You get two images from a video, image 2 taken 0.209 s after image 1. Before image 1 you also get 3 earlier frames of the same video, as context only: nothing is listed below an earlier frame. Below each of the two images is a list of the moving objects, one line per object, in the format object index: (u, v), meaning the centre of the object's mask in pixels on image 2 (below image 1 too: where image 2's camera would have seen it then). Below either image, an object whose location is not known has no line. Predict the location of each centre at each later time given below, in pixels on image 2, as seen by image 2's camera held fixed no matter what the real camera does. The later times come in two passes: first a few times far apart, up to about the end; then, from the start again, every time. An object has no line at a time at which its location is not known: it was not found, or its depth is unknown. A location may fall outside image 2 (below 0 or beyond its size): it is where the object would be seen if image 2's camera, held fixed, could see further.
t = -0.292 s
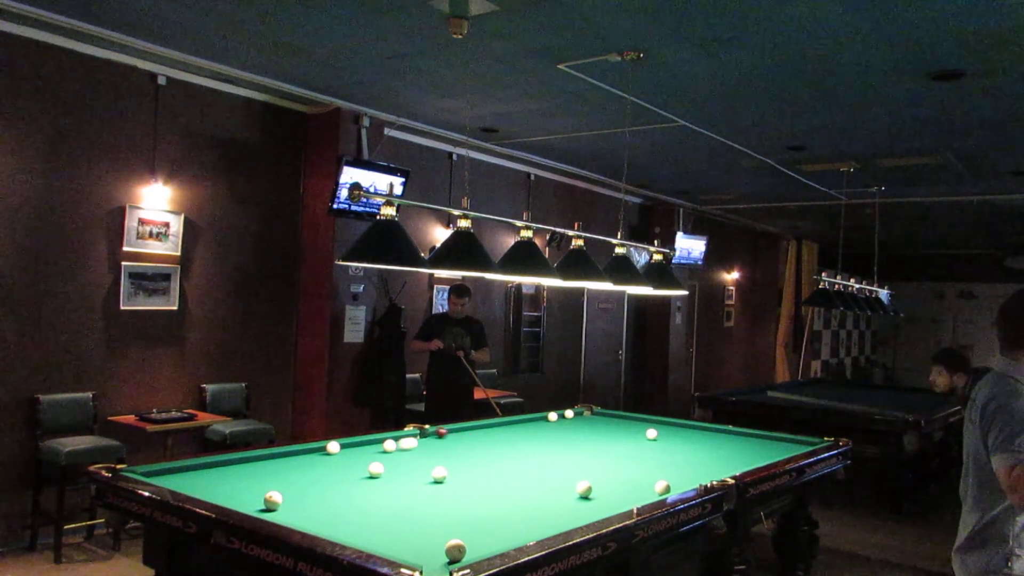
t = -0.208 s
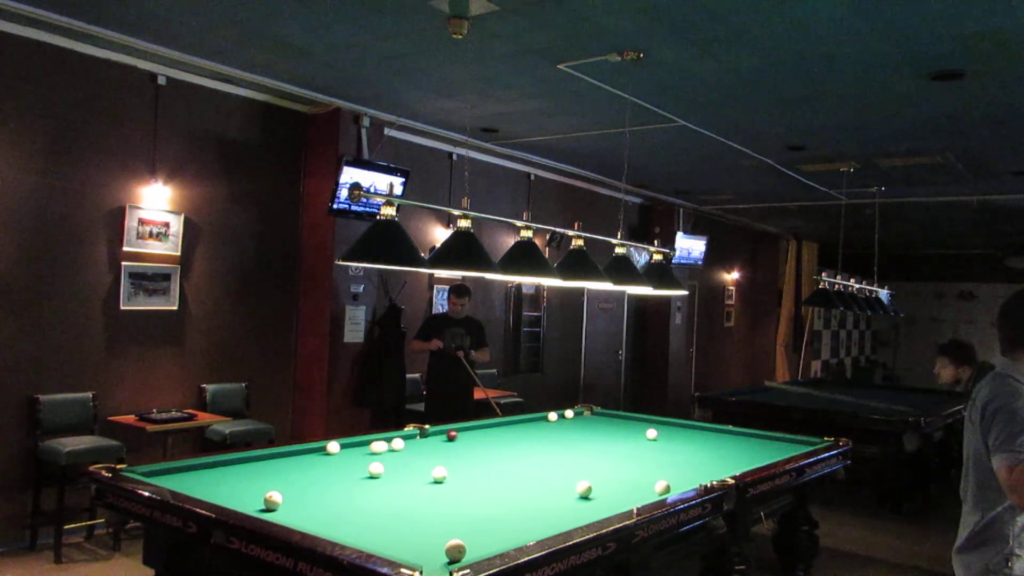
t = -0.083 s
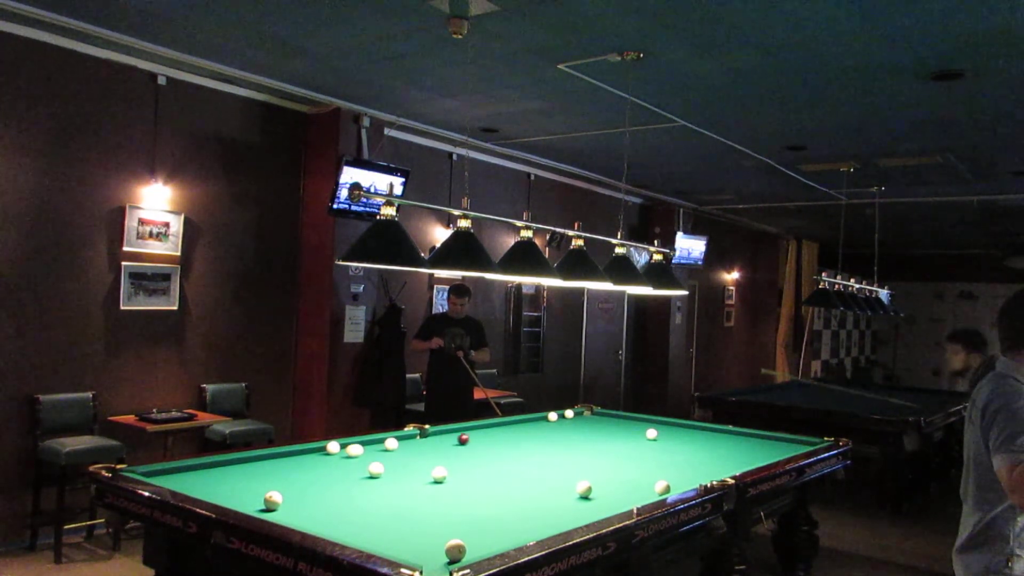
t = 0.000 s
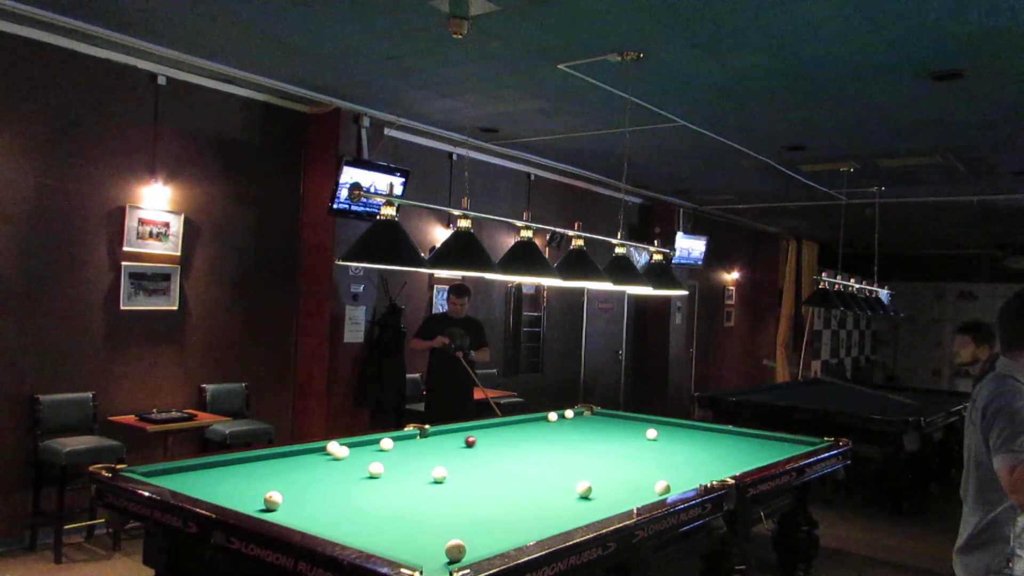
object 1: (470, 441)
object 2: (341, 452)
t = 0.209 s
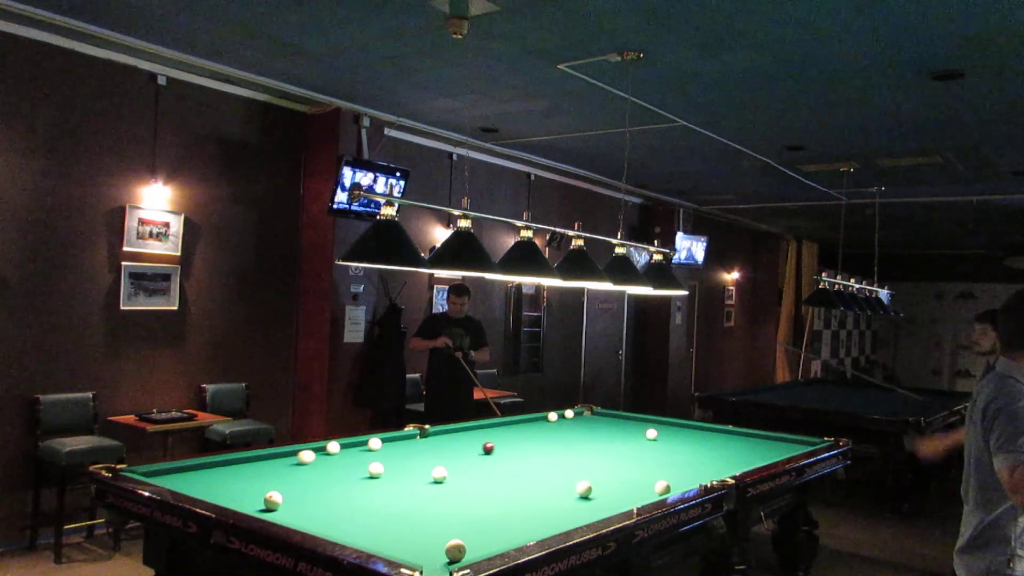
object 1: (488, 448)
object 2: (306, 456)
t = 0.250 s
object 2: (299, 457)
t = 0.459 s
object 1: (511, 456)
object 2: (262, 462)
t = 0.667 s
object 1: (532, 464)
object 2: (223, 467)
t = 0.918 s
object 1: (559, 473)
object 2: (172, 474)
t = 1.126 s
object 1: (583, 478)
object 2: (166, 475)
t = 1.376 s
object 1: (615, 494)
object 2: (193, 471)
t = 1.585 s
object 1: (632, 499)
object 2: (215, 468)
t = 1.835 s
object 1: (601, 497)
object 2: (238, 464)
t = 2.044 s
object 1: (577, 494)
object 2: (256, 461)
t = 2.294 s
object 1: (550, 490)
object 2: (276, 458)
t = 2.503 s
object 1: (529, 487)
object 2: (291, 456)
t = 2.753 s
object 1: (504, 484)
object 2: (308, 454)
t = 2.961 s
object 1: (485, 482)
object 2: (322, 452)
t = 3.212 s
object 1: (464, 479)
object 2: (338, 450)
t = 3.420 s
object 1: (451, 477)
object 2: (341, 450)
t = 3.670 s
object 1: (447, 477)
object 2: (344, 450)
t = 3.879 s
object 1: (444, 477)
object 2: (345, 450)
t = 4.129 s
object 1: (441, 476)
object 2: (346, 450)
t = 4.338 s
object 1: (440, 476)
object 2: (347, 450)
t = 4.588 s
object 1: (439, 476)
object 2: (346, 450)
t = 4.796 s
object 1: (439, 476)
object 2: (346, 450)
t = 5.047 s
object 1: (439, 476)
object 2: (346, 450)
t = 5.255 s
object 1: (439, 476)
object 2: (346, 450)
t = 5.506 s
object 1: (439, 476)
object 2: (346, 450)
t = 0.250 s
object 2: (299, 457)
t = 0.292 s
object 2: (292, 458)
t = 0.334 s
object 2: (285, 459)
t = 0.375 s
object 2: (277, 460)
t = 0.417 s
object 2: (270, 461)
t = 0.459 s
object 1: (511, 456)
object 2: (262, 462)
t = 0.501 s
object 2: (254, 463)
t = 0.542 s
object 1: (520, 459)
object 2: (247, 464)
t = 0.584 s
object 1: (523, 461)
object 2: (239, 465)
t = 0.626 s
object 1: (528, 462)
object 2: (231, 466)
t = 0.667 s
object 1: (532, 464)
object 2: (223, 467)
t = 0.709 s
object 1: (536, 465)
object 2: (215, 468)
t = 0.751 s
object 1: (540, 467)
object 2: (206, 470)
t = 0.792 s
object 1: (545, 469)
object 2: (198, 471)
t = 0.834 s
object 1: (549, 470)
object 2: (189, 472)
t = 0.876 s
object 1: (554, 472)
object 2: (181, 473)
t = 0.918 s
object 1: (559, 473)
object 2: (172, 474)
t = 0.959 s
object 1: (563, 475)
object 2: (164, 475)
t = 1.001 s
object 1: (568, 477)
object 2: (156, 475)
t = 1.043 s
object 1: (573, 478)
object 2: (156, 475)
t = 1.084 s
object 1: (577, 478)
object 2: (161, 475)
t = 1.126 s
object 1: (583, 478)
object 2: (166, 475)
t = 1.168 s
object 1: (590, 481)
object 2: (171, 474)
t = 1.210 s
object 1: (595, 485)
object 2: (175, 474)
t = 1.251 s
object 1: (599, 488)
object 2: (180, 473)
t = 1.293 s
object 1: (604, 489)
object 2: (184, 472)
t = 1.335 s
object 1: (609, 491)
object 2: (189, 472)
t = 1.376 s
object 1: (615, 494)
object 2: (193, 471)
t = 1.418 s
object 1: (620, 495)
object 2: (197, 470)
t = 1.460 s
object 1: (626, 497)
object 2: (202, 469)
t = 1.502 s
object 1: (632, 498)
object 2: (206, 469)
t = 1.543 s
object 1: (636, 499)
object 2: (211, 468)
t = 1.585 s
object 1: (632, 499)
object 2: (215, 468)
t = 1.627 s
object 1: (627, 499)
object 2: (219, 467)
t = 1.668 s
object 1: (622, 499)
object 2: (223, 466)
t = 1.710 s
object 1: (617, 499)
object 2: (227, 466)
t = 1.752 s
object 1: (611, 498)
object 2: (231, 465)
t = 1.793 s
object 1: (606, 497)
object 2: (235, 464)
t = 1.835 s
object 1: (601, 497)
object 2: (238, 464)
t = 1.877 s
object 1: (597, 496)
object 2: (242, 463)
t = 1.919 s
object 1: (591, 495)
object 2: (245, 463)
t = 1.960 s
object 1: (587, 494)
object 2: (249, 462)
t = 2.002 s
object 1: (582, 494)
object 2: (253, 462)
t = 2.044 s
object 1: (577, 494)
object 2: (256, 461)
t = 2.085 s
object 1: (572, 493)
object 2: (260, 461)
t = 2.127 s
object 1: (568, 492)
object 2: (263, 460)
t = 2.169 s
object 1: (563, 492)
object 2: (266, 460)
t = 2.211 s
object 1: (559, 491)
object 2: (269, 459)
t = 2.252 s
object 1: (554, 491)
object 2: (273, 459)
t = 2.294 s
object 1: (550, 490)
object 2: (276, 458)
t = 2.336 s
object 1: (546, 489)
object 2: (279, 458)
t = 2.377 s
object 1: (541, 489)
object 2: (282, 457)
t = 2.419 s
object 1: (537, 488)
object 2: (285, 457)
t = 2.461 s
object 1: (533, 488)
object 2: (289, 457)
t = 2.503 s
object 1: (529, 487)
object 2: (291, 456)
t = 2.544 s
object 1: (525, 487)
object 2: (294, 456)
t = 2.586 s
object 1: (520, 486)
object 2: (297, 456)
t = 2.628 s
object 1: (516, 486)
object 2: (300, 455)
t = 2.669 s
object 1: (512, 485)
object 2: (303, 455)
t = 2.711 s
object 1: (509, 485)
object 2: (306, 454)
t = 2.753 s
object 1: (504, 484)
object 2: (308, 454)
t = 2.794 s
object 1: (500, 484)
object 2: (311, 454)
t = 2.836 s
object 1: (497, 483)
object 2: (314, 453)
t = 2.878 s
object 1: (493, 483)
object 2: (316, 453)
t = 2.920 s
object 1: (489, 482)
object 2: (319, 453)
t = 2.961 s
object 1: (485, 482)
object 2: (322, 452)
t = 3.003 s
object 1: (482, 481)
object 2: (324, 452)
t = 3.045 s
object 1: (478, 481)
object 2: (327, 452)
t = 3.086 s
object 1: (475, 480)
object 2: (329, 452)
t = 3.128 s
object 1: (471, 480)
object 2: (331, 451)
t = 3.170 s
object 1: (467, 479)
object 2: (334, 451)
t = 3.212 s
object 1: (464, 479)
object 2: (338, 450)
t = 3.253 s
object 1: (460, 478)
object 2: (339, 450)
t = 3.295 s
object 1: (457, 478)
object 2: (340, 450)
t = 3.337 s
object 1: (454, 478)
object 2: (340, 450)
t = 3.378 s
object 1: (452, 477)
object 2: (341, 450)
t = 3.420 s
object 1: (451, 477)
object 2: (341, 450)
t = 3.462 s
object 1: (450, 477)
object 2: (342, 450)
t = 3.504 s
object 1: (449, 477)
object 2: (343, 450)
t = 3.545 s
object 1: (449, 477)
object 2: (343, 450)
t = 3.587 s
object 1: (448, 477)
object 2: (343, 450)
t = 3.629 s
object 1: (447, 477)
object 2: (344, 450)
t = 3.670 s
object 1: (447, 477)
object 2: (344, 450)
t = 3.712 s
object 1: (446, 477)
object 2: (344, 450)
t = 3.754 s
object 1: (445, 477)
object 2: (344, 450)
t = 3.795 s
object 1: (445, 477)
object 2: (345, 450)
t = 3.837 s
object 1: (444, 477)
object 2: (345, 450)
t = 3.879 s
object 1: (444, 477)
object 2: (345, 450)
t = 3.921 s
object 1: (443, 477)
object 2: (345, 450)
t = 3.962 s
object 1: (443, 477)
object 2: (345, 450)
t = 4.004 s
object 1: (442, 477)
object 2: (346, 450)
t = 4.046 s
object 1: (442, 477)
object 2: (346, 450)
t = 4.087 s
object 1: (441, 477)
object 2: (346, 450)
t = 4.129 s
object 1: (441, 476)
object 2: (346, 450)
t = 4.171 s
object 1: (441, 477)
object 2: (346, 450)
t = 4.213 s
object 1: (441, 476)
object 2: (346, 450)
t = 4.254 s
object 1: (440, 476)
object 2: (346, 450)
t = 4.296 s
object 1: (440, 477)
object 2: (347, 450)
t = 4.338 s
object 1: (440, 476)
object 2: (347, 450)
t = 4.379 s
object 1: (440, 476)
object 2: (347, 450)
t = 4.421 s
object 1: (440, 476)
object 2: (347, 450)
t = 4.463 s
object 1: (439, 476)
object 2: (347, 450)
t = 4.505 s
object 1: (439, 476)
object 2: (347, 450)
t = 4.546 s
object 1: (439, 476)
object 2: (347, 450)
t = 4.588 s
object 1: (439, 476)
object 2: (346, 450)
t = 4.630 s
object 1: (439, 476)
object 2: (346, 450)
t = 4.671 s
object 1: (439, 476)
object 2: (346, 450)
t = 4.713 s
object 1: (439, 476)
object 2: (346, 450)
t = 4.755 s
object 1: (439, 476)
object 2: (346, 450)
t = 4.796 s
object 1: (439, 476)
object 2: (346, 450)
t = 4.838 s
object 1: (439, 476)
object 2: (346, 450)
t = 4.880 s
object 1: (439, 476)
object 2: (346, 450)
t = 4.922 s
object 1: (439, 476)
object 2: (346, 450)
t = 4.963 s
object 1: (439, 476)
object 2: (346, 450)
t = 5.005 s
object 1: (439, 476)
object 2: (346, 450)
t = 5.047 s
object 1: (439, 476)
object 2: (346, 450)
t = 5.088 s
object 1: (439, 477)
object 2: (347, 450)
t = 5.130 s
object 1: (439, 476)
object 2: (346, 450)
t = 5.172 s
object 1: (439, 476)
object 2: (346, 450)
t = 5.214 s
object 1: (439, 476)
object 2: (346, 450)
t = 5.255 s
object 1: (439, 476)
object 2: (346, 450)
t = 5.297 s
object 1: (439, 477)
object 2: (346, 450)
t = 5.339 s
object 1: (439, 477)
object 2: (346, 450)
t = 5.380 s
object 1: (439, 476)
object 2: (346, 450)
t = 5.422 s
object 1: (439, 476)
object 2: (346, 450)
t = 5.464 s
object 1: (439, 477)
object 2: (346, 450)
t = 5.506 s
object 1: (439, 476)
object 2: (346, 450)
